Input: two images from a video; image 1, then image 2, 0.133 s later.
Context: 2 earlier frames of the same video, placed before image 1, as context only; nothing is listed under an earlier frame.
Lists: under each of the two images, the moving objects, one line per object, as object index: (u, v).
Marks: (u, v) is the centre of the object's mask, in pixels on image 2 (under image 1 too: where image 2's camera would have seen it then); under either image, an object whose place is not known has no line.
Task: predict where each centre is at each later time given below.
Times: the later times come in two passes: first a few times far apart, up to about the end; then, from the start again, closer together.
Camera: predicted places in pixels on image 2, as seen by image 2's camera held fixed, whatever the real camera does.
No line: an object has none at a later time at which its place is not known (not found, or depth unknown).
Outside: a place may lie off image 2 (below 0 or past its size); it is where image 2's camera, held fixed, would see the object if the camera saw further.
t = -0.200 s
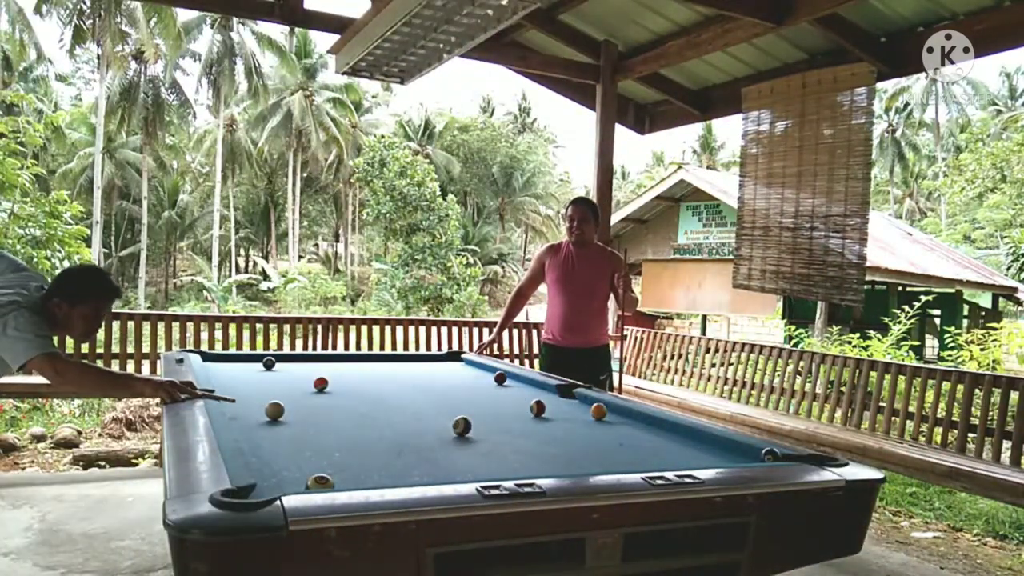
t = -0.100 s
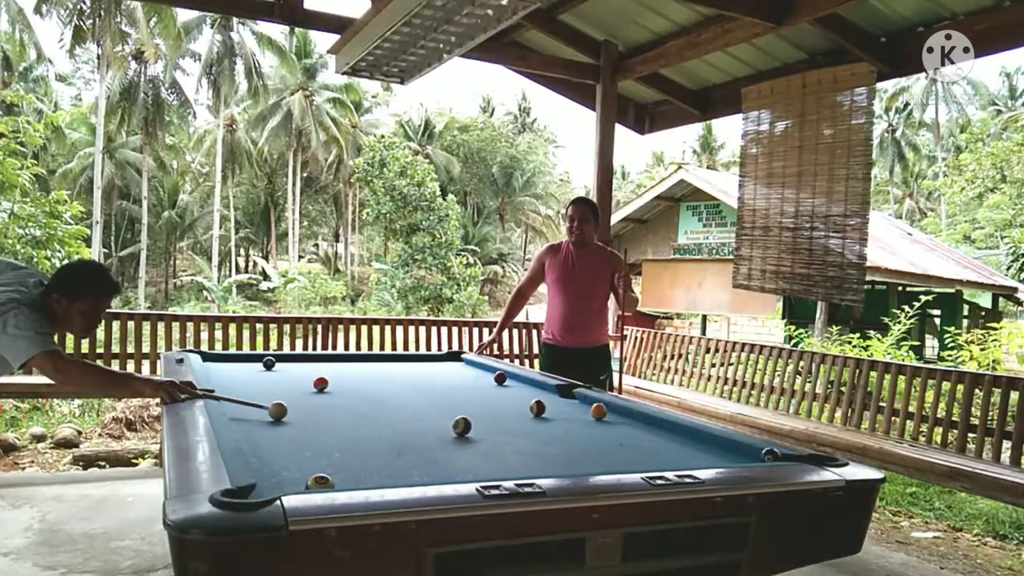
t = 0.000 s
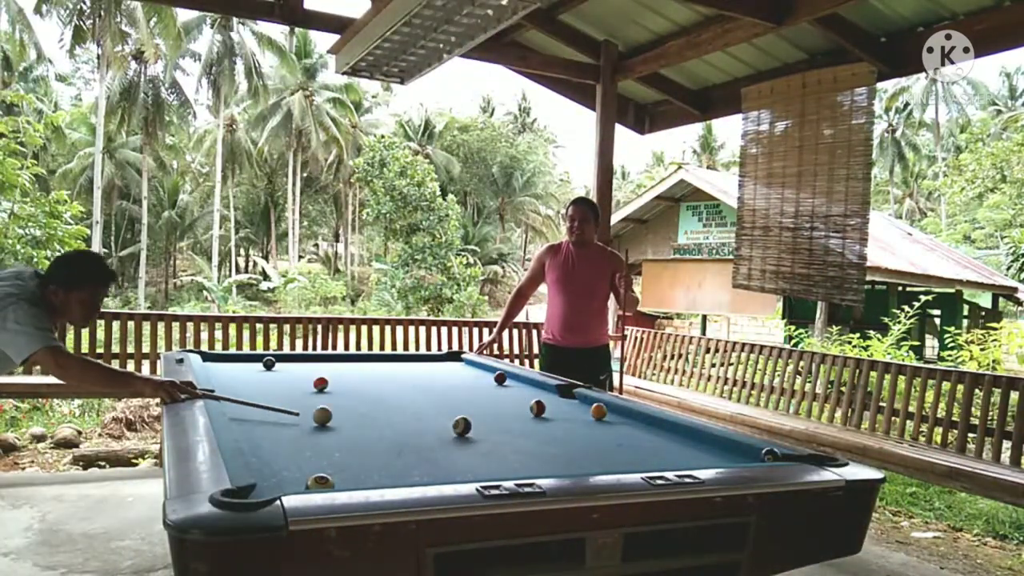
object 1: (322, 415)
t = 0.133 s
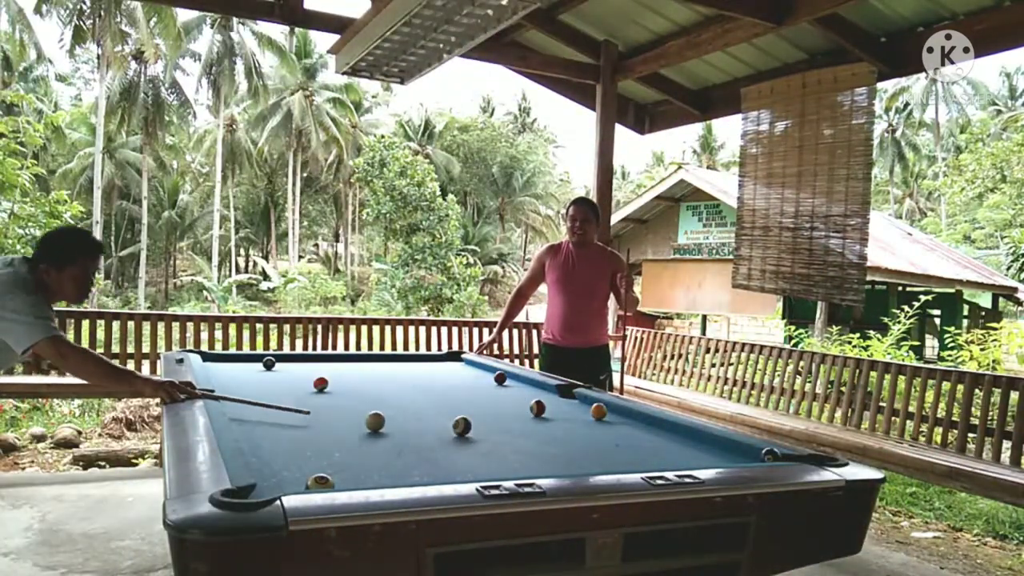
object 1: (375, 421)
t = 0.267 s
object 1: (429, 427)
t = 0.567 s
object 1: (558, 442)
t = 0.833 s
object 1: (683, 455)
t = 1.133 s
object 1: (749, 456)
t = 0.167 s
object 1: (388, 423)
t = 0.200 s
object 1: (402, 424)
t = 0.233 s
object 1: (416, 425)
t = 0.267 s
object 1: (429, 427)
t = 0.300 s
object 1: (443, 428)
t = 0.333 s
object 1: (457, 429)
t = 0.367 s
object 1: (471, 431)
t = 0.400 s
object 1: (485, 433)
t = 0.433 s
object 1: (500, 434)
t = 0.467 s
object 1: (514, 436)
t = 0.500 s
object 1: (528, 438)
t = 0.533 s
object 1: (543, 440)
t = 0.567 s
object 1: (558, 442)
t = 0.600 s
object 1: (573, 443)
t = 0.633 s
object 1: (588, 445)
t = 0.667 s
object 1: (604, 447)
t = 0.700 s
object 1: (619, 449)
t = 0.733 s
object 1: (635, 450)
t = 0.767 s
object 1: (651, 453)
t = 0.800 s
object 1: (667, 454)
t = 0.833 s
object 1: (683, 455)
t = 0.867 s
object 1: (699, 456)
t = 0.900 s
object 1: (715, 456)
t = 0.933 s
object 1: (732, 457)
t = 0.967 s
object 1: (748, 458)
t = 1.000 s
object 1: (754, 457)
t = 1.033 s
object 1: (757, 457)
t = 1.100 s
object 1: (752, 456)
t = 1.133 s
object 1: (749, 456)
